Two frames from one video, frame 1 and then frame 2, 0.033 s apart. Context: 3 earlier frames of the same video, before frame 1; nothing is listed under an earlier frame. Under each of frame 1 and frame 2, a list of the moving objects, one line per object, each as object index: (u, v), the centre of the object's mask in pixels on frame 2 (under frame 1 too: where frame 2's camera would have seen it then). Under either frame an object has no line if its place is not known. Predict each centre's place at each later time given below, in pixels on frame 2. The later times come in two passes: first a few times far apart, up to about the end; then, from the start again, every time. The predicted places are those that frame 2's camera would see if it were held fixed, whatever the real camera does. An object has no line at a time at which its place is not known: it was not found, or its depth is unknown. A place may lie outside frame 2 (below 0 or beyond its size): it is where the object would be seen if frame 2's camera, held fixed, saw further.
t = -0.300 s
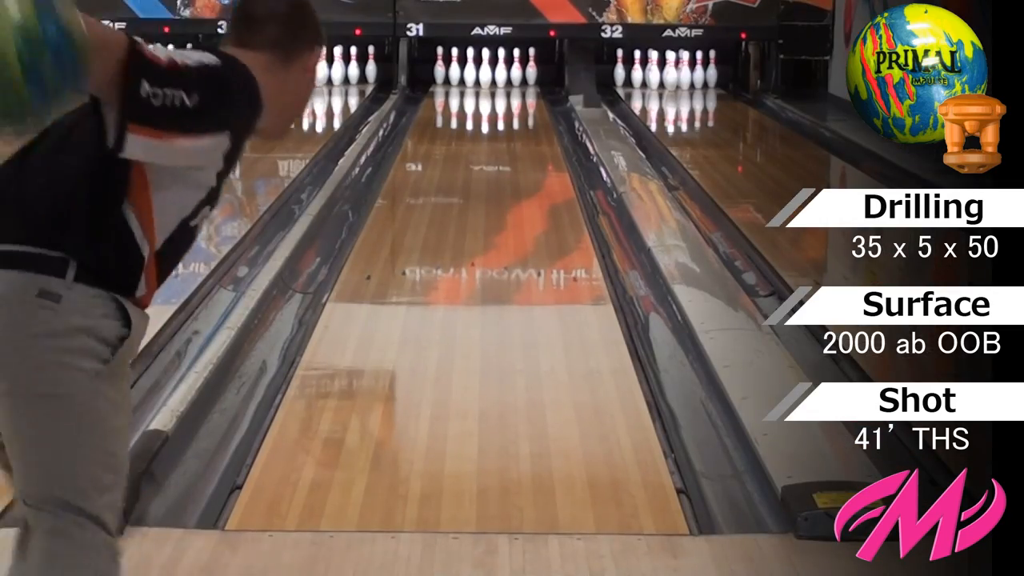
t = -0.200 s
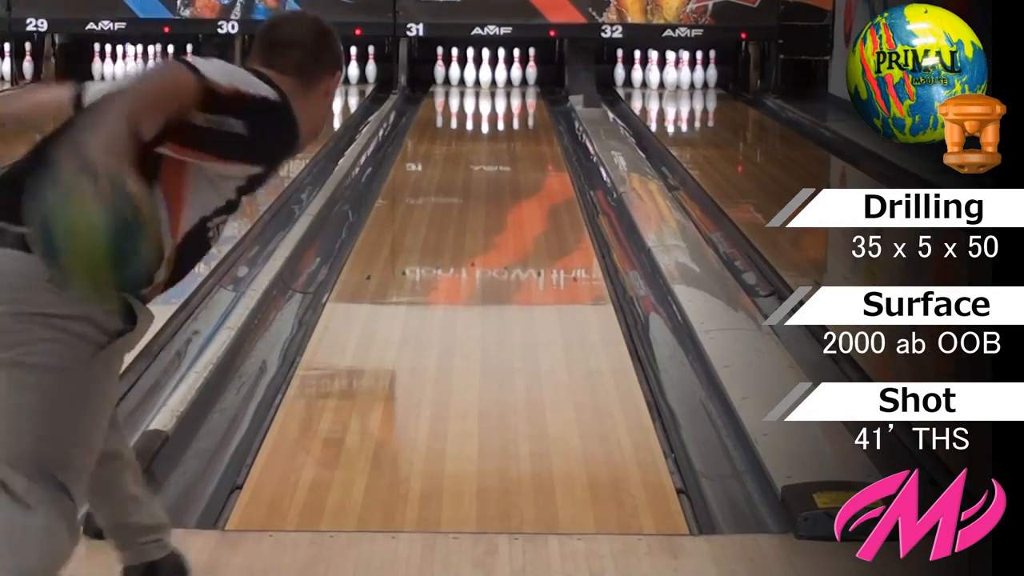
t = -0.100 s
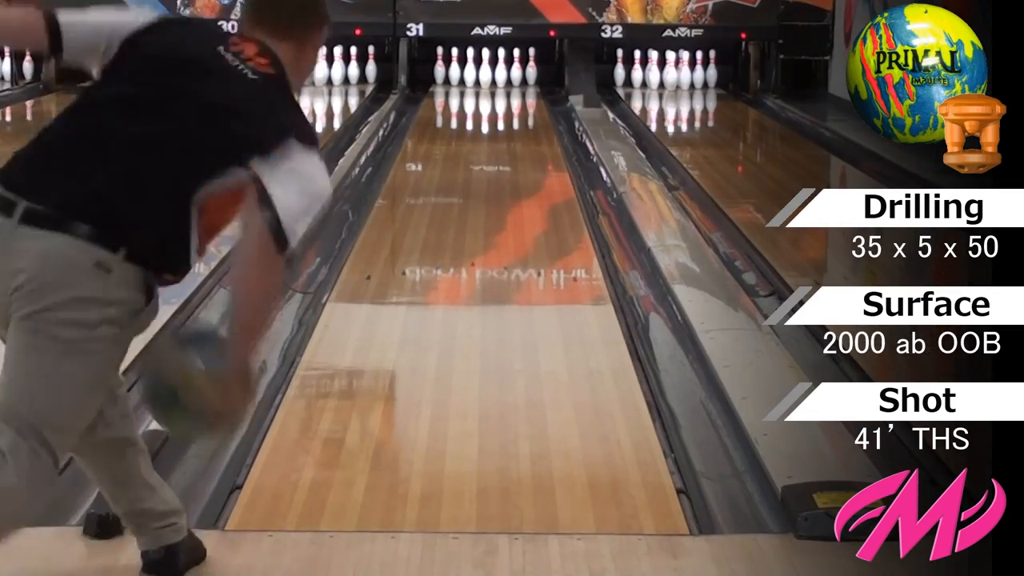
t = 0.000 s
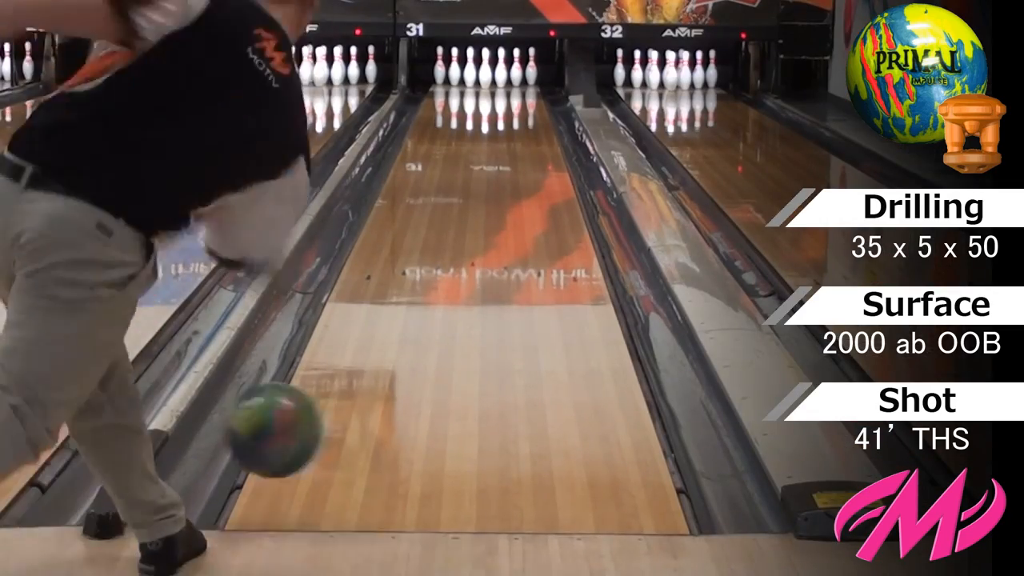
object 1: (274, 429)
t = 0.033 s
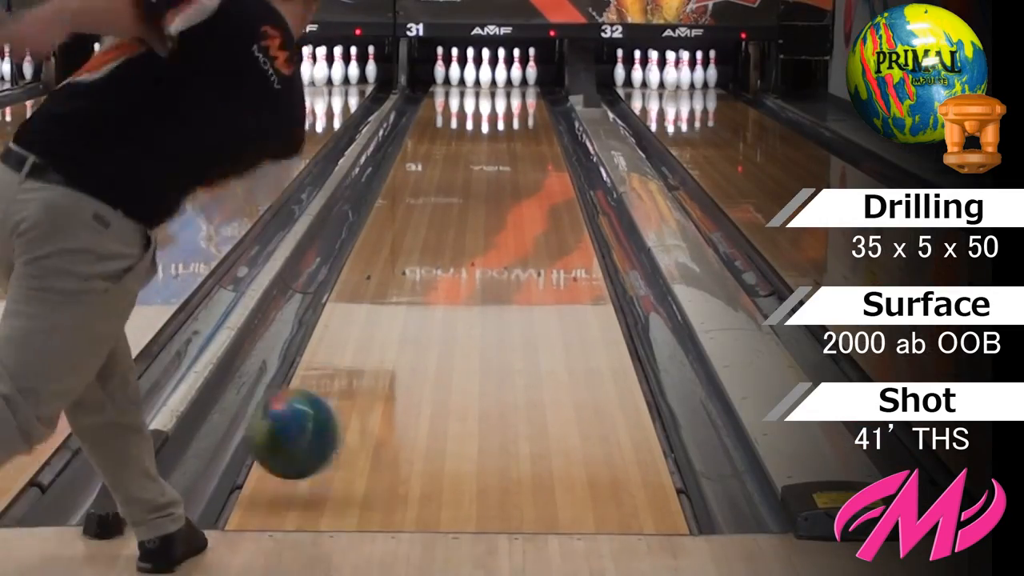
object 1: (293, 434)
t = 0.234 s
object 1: (376, 347)
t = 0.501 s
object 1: (441, 259)
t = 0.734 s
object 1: (476, 211)
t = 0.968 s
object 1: (501, 175)
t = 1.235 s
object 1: (518, 144)
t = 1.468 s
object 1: (527, 124)
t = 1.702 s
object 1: (530, 109)
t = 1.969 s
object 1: (525, 94)
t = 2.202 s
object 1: (511, 84)
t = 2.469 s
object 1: (500, 75)
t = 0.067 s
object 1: (311, 437)
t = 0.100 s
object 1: (327, 408)
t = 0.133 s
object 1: (340, 388)
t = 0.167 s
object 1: (353, 372)
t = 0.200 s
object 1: (365, 362)
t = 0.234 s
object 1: (376, 347)
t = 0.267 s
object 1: (386, 334)
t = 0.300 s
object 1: (396, 320)
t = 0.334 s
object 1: (405, 308)
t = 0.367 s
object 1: (413, 297)
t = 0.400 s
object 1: (421, 286)
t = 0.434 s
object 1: (428, 276)
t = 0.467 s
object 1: (434, 267)
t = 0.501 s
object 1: (441, 259)
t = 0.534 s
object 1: (447, 250)
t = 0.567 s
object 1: (453, 242)
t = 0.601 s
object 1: (458, 235)
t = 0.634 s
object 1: (462, 229)
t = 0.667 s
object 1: (468, 222)
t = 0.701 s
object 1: (473, 216)
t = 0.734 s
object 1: (476, 211)
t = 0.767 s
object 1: (480, 206)
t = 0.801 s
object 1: (484, 199)
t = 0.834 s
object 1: (487, 194)
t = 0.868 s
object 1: (491, 187)
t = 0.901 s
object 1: (493, 185)
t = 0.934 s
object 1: (497, 179)
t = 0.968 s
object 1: (501, 175)
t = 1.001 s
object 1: (503, 170)
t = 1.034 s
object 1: (505, 166)
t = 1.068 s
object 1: (507, 161)
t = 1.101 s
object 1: (510, 158)
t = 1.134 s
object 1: (512, 154)
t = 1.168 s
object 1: (515, 150)
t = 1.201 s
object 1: (516, 147)
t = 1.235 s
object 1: (518, 144)
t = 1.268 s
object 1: (519, 141)
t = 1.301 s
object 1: (521, 138)
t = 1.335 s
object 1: (522, 135)
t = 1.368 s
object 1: (524, 132)
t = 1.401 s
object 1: (525, 129)
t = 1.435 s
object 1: (527, 126)
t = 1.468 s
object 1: (527, 124)
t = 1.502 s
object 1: (528, 122)
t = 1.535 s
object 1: (528, 120)
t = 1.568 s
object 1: (529, 117)
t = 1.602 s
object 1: (530, 115)
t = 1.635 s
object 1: (531, 113)
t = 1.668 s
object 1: (530, 112)
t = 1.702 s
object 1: (530, 109)
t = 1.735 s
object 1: (530, 106)
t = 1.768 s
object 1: (530, 104)
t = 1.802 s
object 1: (530, 103)
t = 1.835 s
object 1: (529, 101)
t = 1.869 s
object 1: (528, 99)
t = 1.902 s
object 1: (528, 97)
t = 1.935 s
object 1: (527, 96)
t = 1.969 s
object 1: (525, 94)
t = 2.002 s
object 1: (524, 93)
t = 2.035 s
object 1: (522, 91)
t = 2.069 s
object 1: (520, 90)
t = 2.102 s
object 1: (518, 89)
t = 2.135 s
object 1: (515, 87)
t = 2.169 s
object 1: (513, 86)
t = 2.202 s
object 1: (511, 84)
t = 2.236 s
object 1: (508, 83)
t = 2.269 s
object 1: (505, 82)
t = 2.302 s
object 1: (502, 81)
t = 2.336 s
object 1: (499, 78)
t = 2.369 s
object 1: (499, 78)
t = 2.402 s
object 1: (500, 77)
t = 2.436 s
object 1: (501, 75)
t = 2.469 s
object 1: (500, 75)
